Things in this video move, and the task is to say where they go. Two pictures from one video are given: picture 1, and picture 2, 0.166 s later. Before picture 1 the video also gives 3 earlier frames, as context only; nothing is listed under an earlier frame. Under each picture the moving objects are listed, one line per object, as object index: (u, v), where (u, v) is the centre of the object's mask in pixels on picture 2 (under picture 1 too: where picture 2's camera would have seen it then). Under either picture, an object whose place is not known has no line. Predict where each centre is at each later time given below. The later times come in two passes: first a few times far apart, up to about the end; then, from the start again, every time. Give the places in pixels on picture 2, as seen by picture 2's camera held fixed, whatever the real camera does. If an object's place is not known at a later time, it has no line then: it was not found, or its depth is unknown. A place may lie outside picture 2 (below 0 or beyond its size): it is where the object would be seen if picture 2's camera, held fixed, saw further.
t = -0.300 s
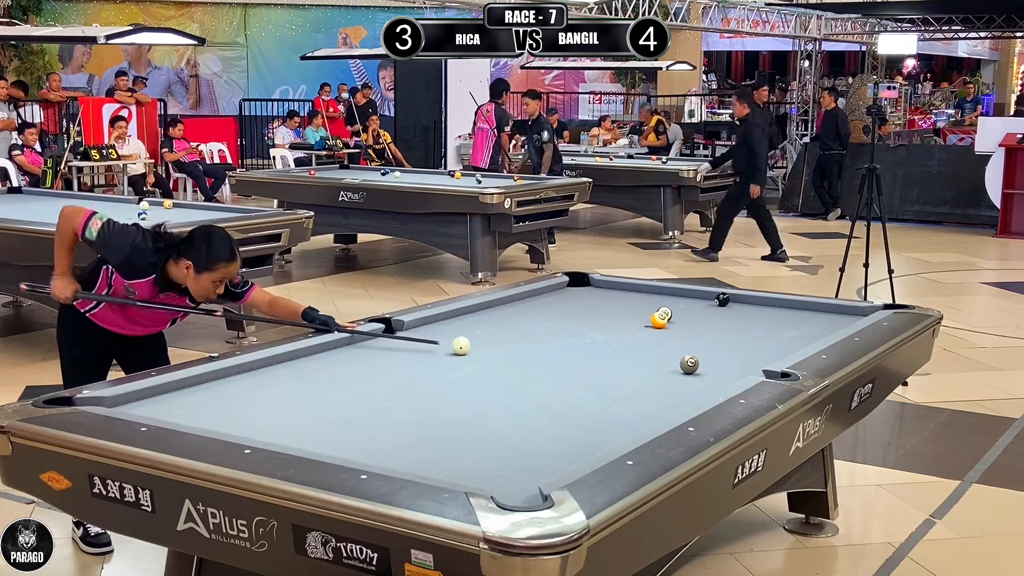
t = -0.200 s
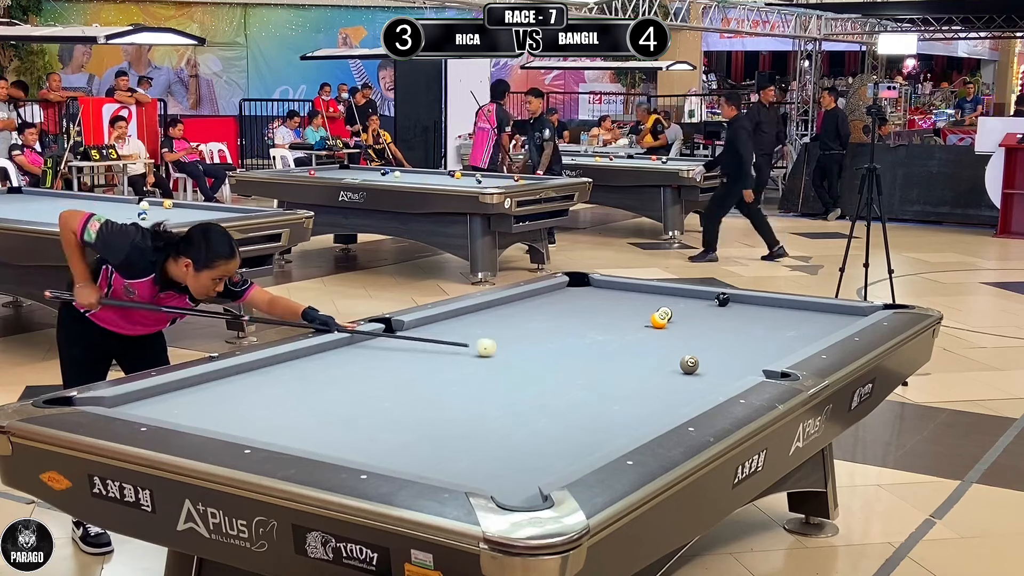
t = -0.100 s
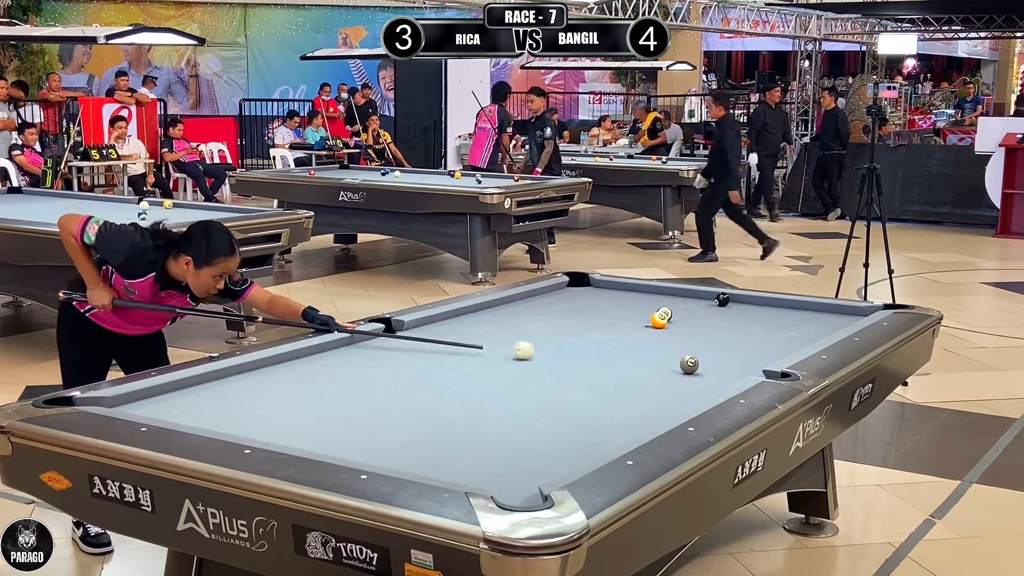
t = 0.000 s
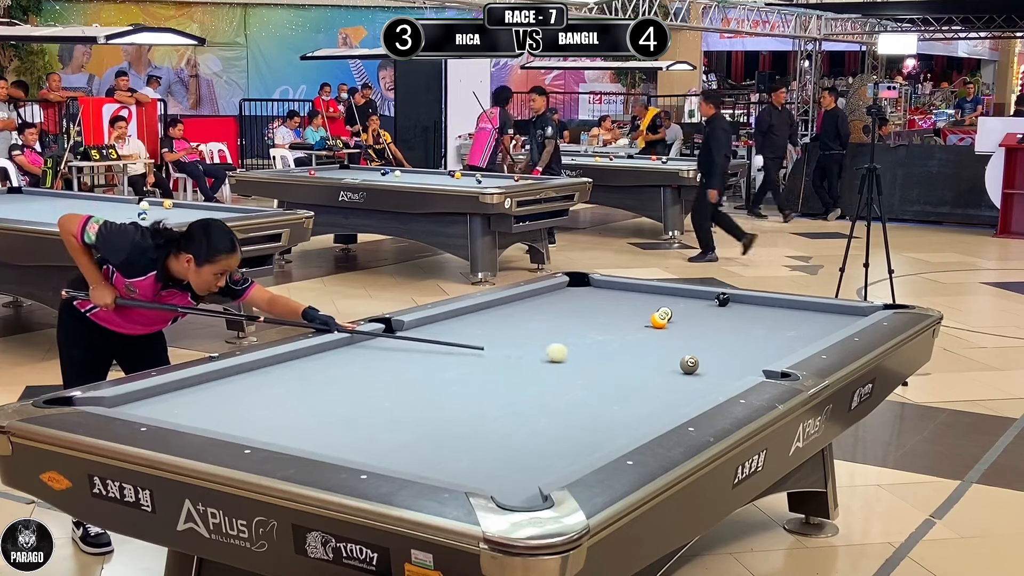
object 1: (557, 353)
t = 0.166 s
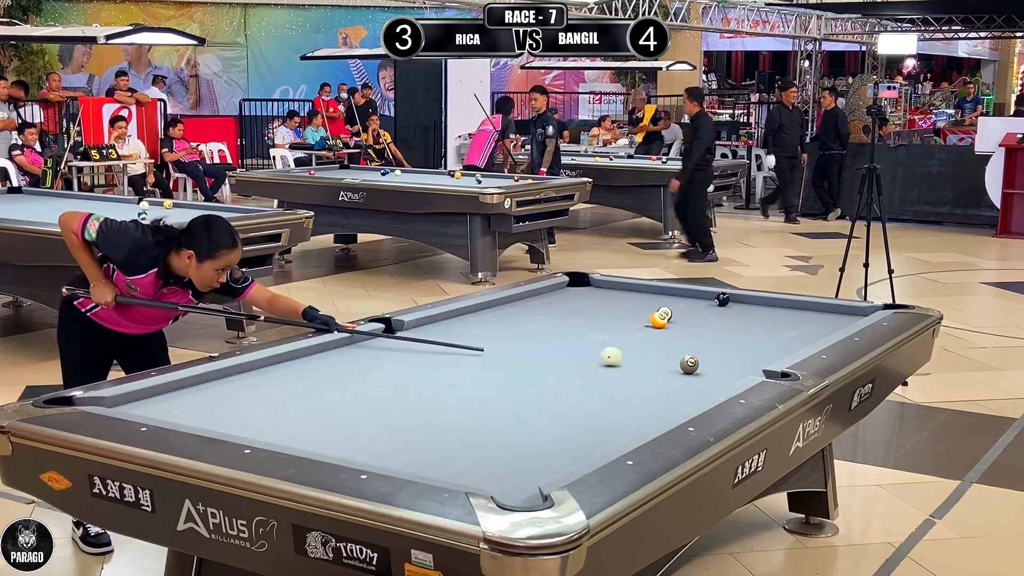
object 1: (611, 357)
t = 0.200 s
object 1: (623, 358)
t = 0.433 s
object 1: (683, 360)
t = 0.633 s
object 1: (712, 357)
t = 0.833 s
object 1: (740, 355)
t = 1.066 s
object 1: (770, 353)
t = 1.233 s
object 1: (790, 349)
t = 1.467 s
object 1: (796, 345)
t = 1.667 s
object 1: (795, 342)
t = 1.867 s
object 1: (794, 339)
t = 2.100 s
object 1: (793, 334)
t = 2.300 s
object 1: (793, 332)
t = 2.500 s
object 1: (792, 328)
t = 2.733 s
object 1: (792, 325)
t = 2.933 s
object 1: (791, 323)
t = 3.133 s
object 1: (791, 321)
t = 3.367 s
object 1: (790, 318)
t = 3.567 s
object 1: (789, 317)
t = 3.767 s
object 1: (788, 315)
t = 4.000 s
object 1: (787, 314)
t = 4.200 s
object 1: (786, 313)
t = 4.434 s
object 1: (784, 312)
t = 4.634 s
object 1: (783, 311)
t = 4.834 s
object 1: (782, 310)
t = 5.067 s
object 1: (781, 310)
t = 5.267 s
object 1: (781, 310)
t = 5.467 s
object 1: (780, 310)
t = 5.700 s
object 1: (780, 310)
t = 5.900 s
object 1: (780, 310)
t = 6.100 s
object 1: (780, 310)
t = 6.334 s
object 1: (780, 310)
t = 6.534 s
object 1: (780, 310)
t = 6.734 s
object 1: (781, 310)
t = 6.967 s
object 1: (780, 310)
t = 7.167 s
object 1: (780, 310)
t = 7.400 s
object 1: (781, 310)
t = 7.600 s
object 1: (781, 310)
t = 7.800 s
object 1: (780, 310)
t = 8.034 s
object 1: (780, 310)
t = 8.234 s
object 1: (780, 310)
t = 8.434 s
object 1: (780, 310)
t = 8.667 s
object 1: (780, 310)
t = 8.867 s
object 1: (781, 310)
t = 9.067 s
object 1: (781, 310)
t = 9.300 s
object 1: (780, 310)
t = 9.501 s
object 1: (780, 310)
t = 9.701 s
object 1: (780, 310)
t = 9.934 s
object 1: (780, 310)
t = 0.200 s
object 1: (623, 358)
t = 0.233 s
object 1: (633, 358)
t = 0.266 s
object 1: (645, 359)
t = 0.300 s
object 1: (655, 360)
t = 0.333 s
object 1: (666, 360)
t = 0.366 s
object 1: (674, 361)
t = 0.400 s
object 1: (678, 360)
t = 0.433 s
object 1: (683, 360)
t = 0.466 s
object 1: (688, 359)
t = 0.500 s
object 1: (693, 359)
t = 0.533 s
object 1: (698, 358)
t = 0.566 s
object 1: (703, 358)
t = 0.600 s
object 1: (707, 358)
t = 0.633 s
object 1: (712, 357)
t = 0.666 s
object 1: (717, 357)
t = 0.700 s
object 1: (722, 356)
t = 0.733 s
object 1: (726, 356)
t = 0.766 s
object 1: (731, 356)
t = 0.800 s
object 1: (735, 355)
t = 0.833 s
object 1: (740, 355)
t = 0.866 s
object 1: (744, 355)
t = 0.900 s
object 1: (749, 355)
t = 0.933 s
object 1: (753, 354)
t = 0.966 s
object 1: (758, 354)
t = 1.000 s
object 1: (762, 354)
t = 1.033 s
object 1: (766, 353)
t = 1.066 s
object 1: (770, 353)
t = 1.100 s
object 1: (774, 352)
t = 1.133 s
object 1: (778, 351)
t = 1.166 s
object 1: (782, 351)
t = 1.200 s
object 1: (785, 350)
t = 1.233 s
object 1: (790, 349)
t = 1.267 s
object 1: (794, 349)
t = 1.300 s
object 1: (796, 348)
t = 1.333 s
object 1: (796, 347)
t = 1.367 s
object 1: (796, 346)
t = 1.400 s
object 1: (796, 346)
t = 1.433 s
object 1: (796, 345)
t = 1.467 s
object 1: (796, 345)
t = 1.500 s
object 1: (796, 345)
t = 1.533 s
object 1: (795, 344)
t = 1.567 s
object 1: (795, 344)
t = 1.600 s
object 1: (795, 343)
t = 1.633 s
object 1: (796, 343)
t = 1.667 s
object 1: (795, 342)
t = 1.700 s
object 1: (795, 342)
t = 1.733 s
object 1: (795, 341)
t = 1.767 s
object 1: (795, 341)
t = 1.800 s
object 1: (795, 340)
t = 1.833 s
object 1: (795, 339)
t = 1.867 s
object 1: (794, 339)
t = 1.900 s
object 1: (794, 338)
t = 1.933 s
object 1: (794, 337)
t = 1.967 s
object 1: (794, 337)
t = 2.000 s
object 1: (794, 336)
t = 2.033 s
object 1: (794, 336)
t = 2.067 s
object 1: (794, 335)
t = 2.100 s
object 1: (793, 334)
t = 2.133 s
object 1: (793, 334)
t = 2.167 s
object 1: (793, 333)
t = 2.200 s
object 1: (793, 333)
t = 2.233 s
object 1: (793, 332)
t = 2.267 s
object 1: (793, 332)
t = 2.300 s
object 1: (793, 332)
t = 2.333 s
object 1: (793, 331)
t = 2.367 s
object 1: (793, 330)
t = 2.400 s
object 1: (792, 330)
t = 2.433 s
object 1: (792, 329)
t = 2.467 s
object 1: (792, 329)
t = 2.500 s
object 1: (792, 328)
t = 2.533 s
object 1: (792, 328)
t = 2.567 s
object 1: (792, 327)
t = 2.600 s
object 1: (792, 327)
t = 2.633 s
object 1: (792, 326)
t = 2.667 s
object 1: (792, 326)
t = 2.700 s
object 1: (792, 326)
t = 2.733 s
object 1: (792, 325)
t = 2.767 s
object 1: (791, 325)
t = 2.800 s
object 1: (791, 325)
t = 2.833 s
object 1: (791, 324)
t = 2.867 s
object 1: (791, 324)
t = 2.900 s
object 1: (791, 323)
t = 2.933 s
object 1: (791, 323)
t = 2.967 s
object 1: (791, 322)
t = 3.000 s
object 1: (791, 322)
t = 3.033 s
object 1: (791, 322)
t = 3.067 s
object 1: (791, 321)
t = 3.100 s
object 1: (790, 321)
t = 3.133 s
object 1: (791, 321)
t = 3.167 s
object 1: (790, 320)
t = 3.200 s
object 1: (790, 320)
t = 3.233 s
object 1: (790, 320)
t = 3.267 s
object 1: (790, 319)
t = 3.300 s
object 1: (790, 319)
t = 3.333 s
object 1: (790, 319)
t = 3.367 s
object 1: (790, 318)
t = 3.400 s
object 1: (790, 318)
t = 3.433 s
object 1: (789, 318)
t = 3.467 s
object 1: (789, 317)
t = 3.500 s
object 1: (789, 317)
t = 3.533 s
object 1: (789, 317)
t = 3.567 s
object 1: (789, 317)
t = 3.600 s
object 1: (789, 317)
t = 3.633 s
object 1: (788, 316)
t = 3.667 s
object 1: (788, 316)
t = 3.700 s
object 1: (788, 316)
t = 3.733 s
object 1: (788, 316)
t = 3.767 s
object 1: (788, 315)
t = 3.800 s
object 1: (788, 315)
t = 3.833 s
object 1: (788, 315)
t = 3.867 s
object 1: (787, 315)
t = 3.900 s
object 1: (787, 314)
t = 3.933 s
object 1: (787, 314)
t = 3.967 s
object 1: (787, 314)
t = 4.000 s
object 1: (787, 314)
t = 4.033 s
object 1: (786, 313)
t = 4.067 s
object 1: (787, 313)
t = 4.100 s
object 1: (786, 313)
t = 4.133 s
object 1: (786, 313)
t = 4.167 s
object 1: (786, 313)
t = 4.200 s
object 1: (786, 313)
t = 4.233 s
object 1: (786, 312)
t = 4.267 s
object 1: (785, 312)
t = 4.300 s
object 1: (785, 312)
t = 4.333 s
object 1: (785, 312)
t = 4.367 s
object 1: (785, 312)
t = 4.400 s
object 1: (784, 312)
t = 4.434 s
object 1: (784, 312)
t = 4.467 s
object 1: (784, 311)
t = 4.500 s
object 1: (784, 311)
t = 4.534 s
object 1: (784, 311)
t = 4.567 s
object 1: (784, 311)
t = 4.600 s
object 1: (783, 311)
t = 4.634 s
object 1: (783, 311)
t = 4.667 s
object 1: (783, 311)
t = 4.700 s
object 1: (783, 311)
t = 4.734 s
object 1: (783, 311)
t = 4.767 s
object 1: (782, 311)
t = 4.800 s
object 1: (782, 310)
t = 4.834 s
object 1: (782, 310)
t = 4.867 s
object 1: (782, 310)
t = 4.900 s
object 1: (782, 310)
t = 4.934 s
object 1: (782, 310)
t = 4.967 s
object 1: (781, 310)
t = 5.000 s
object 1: (781, 310)
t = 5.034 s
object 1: (781, 310)
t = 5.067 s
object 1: (781, 310)
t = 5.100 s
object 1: (781, 310)
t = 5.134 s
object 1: (781, 310)
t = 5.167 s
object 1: (781, 310)
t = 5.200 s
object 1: (781, 310)
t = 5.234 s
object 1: (780, 310)
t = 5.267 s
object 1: (781, 310)
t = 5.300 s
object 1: (780, 310)
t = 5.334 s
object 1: (780, 310)
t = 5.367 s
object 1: (781, 310)
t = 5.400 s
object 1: (780, 310)
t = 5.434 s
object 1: (780, 310)
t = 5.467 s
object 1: (780, 310)
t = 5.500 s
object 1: (781, 310)
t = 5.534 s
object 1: (780, 310)
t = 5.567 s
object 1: (780, 310)
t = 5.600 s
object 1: (780, 310)
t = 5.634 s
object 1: (780, 310)
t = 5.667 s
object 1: (780, 310)
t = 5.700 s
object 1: (780, 310)
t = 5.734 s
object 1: (781, 310)
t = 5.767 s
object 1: (781, 310)
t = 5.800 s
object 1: (780, 310)
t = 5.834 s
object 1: (780, 310)
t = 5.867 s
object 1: (780, 310)
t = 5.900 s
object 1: (780, 310)
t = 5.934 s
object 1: (781, 310)
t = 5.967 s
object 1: (780, 310)
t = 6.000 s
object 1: (781, 310)
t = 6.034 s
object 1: (780, 310)
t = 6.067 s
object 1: (780, 310)
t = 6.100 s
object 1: (780, 310)
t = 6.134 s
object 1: (781, 310)
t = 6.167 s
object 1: (780, 310)
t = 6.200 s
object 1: (780, 310)
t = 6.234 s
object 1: (780, 310)
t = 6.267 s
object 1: (780, 310)
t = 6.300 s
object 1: (781, 310)
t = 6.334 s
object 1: (780, 310)
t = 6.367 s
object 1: (780, 310)
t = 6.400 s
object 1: (780, 310)
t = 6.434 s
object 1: (780, 310)
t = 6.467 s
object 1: (780, 310)
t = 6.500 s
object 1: (781, 310)
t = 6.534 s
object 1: (780, 310)
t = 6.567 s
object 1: (780, 310)
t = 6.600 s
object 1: (780, 310)
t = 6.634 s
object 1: (780, 310)
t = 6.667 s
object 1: (780, 310)
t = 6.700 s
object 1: (780, 310)
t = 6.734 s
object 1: (781, 310)
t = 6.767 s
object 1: (780, 310)
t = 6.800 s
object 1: (780, 310)
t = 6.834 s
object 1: (780, 310)
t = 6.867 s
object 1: (780, 310)
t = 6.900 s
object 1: (780, 310)
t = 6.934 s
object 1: (780, 310)
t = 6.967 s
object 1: (780, 310)
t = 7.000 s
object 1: (781, 310)
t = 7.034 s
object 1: (780, 310)
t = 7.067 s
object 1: (780, 310)
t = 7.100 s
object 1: (780, 310)
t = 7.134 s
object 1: (781, 310)
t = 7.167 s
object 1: (780, 310)
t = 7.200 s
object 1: (780, 310)
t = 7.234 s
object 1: (780, 310)
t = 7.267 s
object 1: (780, 310)
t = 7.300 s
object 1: (780, 310)
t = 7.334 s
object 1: (781, 310)
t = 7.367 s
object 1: (780, 310)
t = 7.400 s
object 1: (781, 310)
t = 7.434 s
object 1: (780, 310)
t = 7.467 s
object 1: (780, 310)
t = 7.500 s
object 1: (780, 310)
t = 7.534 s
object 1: (780, 310)
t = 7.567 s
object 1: (780, 310)
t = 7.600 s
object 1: (781, 310)
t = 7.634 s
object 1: (780, 310)
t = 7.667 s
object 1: (780, 310)
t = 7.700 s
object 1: (780, 310)
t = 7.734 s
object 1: (780, 310)
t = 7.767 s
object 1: (780, 310)
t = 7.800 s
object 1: (780, 310)
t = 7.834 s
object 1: (780, 310)
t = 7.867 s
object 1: (780, 310)
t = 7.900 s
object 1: (780, 310)
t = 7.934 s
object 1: (780, 310)
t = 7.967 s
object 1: (780, 310)
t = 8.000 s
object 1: (780, 310)
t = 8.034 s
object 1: (780, 310)
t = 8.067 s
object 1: (780, 310)
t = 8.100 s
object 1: (780, 310)
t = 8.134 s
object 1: (780, 310)
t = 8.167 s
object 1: (780, 310)
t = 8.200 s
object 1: (780, 310)
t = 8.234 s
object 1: (780, 310)
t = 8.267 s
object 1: (780, 310)
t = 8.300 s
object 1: (780, 310)
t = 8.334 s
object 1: (780, 310)
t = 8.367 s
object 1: (780, 310)
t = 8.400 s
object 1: (780, 310)
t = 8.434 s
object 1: (780, 310)
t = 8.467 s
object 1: (780, 310)
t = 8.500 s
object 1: (780, 310)
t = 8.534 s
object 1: (780, 310)
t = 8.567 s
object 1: (780, 310)
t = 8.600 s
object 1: (780, 310)
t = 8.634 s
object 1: (780, 310)
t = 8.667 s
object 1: (780, 310)
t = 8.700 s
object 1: (780, 310)
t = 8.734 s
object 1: (780, 310)
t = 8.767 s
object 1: (780, 310)
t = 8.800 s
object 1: (780, 310)
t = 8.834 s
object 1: (781, 310)
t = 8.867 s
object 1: (781, 310)
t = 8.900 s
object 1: (781, 310)
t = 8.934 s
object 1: (781, 310)
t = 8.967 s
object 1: (780, 310)
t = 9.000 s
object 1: (780, 310)
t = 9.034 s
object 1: (780, 310)
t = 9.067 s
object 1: (781, 310)
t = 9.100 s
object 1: (781, 310)
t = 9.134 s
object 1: (780, 310)
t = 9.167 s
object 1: (780, 310)
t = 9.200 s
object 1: (780, 310)
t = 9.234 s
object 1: (780, 310)
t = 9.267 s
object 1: (780, 310)
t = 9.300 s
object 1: (780, 310)
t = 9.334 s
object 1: (780, 310)
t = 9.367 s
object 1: (780, 310)
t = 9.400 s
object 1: (780, 310)
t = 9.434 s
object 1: (780, 310)
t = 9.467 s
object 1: (780, 310)
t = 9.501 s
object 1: (780, 310)
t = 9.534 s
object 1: (780, 310)
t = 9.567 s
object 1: (780, 310)
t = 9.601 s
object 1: (780, 310)
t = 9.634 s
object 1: (780, 310)
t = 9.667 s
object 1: (780, 310)
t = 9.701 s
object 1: (780, 310)
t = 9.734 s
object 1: (780, 310)
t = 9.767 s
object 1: (780, 310)
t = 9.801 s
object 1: (780, 310)
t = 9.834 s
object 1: (780, 310)
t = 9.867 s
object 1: (780, 310)
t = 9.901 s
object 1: (780, 310)
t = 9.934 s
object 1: (780, 310)
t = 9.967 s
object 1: (780, 310)
